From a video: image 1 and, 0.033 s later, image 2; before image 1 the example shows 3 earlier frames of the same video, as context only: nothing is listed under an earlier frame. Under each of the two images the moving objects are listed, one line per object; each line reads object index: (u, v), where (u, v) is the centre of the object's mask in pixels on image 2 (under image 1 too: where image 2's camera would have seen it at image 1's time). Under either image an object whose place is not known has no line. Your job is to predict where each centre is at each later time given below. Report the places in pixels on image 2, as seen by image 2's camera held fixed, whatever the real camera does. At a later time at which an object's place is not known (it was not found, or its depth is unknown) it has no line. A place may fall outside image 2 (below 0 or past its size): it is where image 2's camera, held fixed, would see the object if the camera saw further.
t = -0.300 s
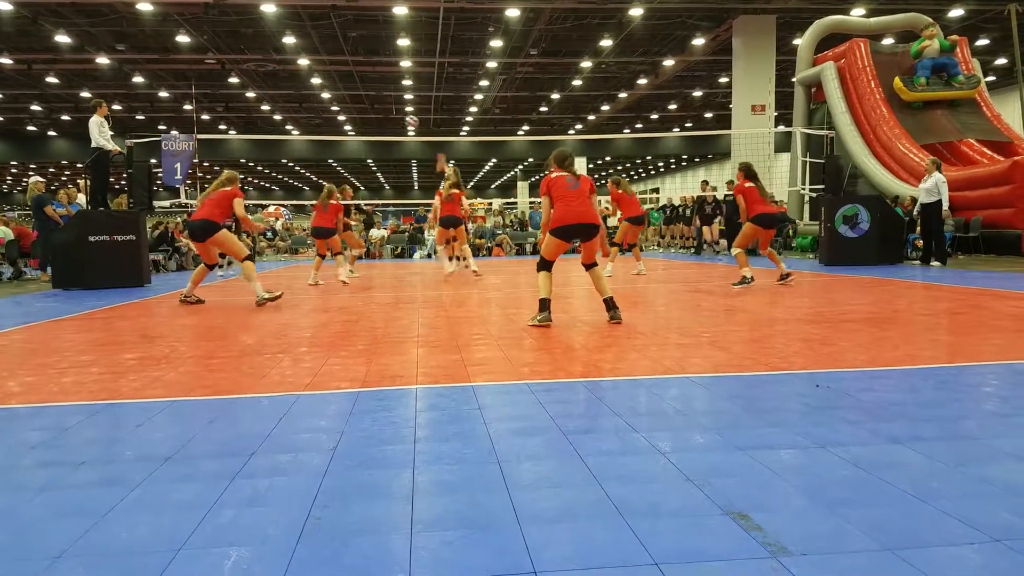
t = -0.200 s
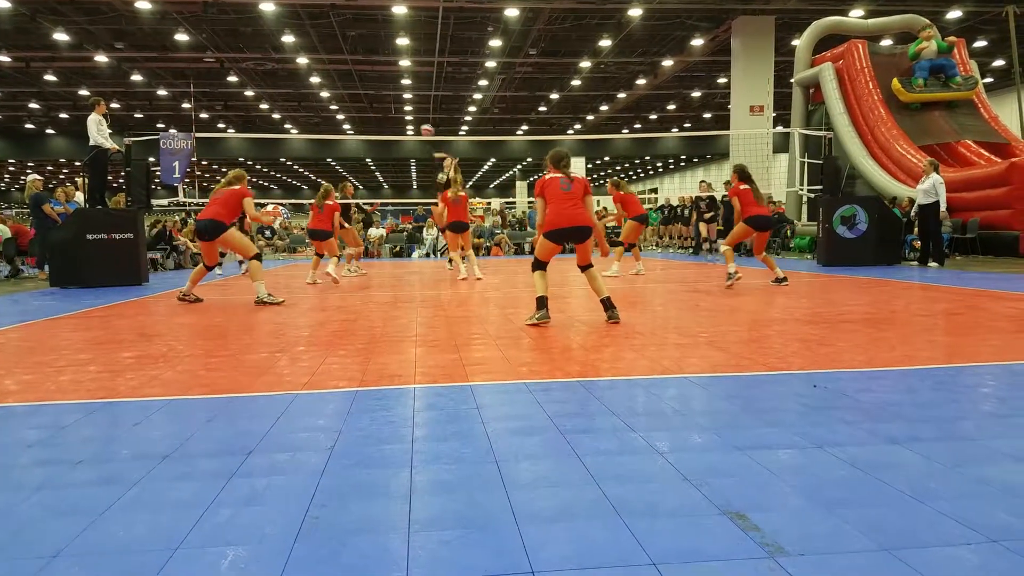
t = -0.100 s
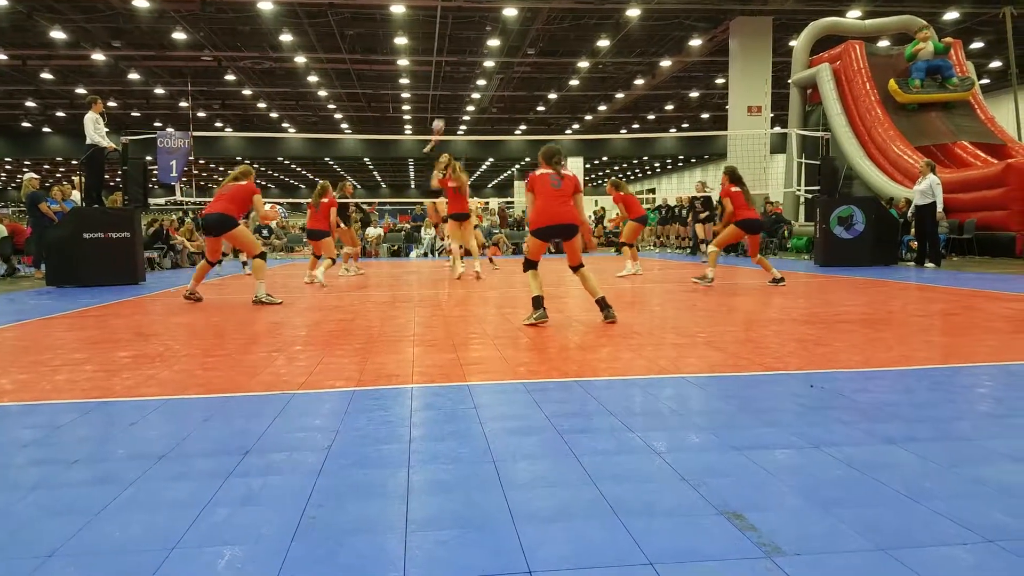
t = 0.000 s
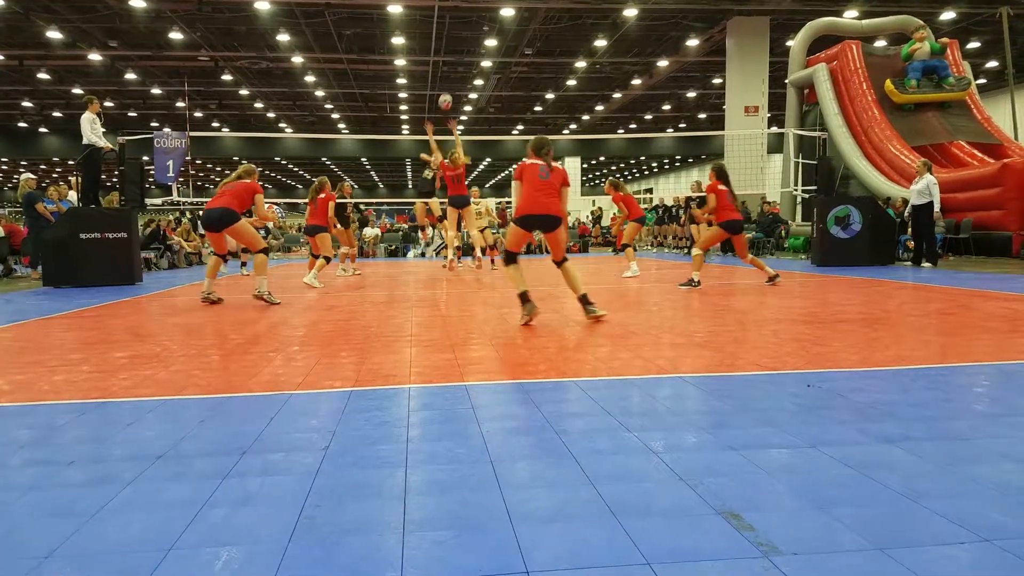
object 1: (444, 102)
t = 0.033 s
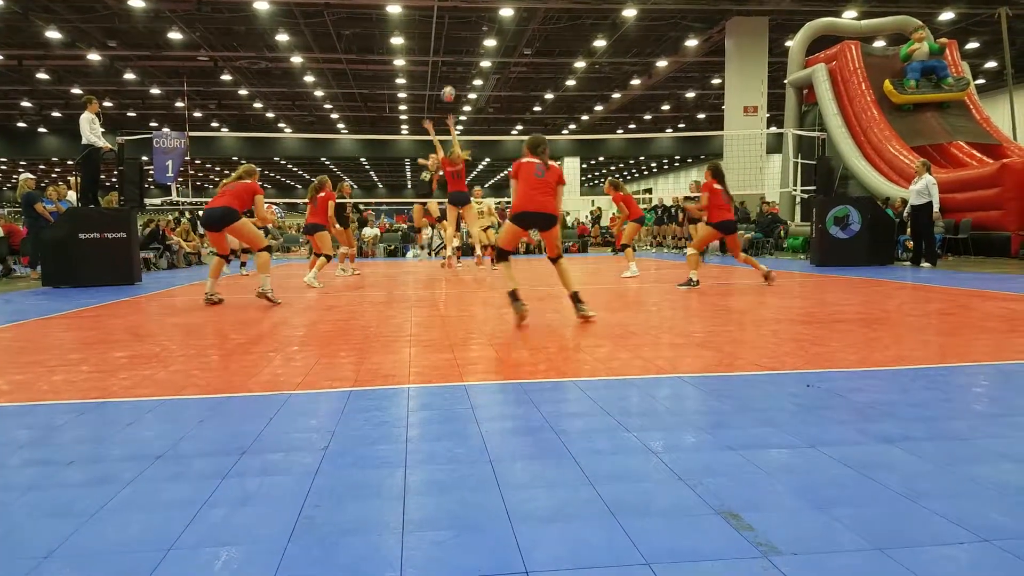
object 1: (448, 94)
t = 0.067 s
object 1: (451, 87)
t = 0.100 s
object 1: (455, 80)
